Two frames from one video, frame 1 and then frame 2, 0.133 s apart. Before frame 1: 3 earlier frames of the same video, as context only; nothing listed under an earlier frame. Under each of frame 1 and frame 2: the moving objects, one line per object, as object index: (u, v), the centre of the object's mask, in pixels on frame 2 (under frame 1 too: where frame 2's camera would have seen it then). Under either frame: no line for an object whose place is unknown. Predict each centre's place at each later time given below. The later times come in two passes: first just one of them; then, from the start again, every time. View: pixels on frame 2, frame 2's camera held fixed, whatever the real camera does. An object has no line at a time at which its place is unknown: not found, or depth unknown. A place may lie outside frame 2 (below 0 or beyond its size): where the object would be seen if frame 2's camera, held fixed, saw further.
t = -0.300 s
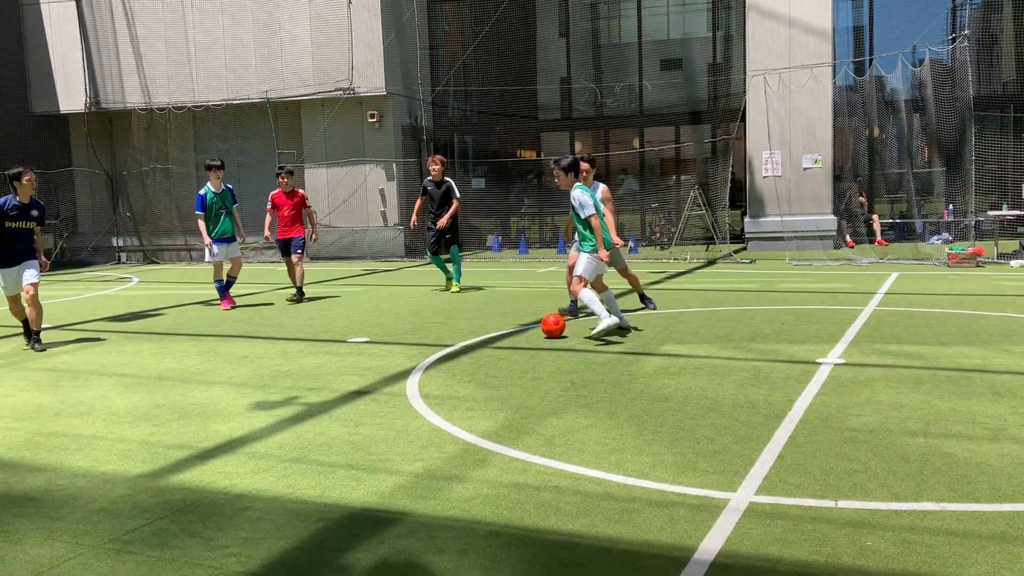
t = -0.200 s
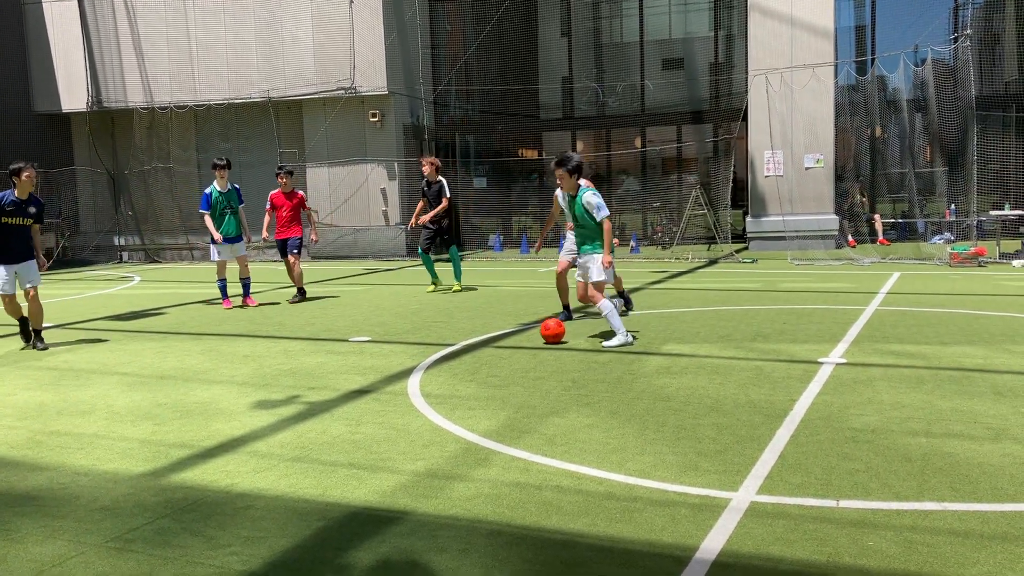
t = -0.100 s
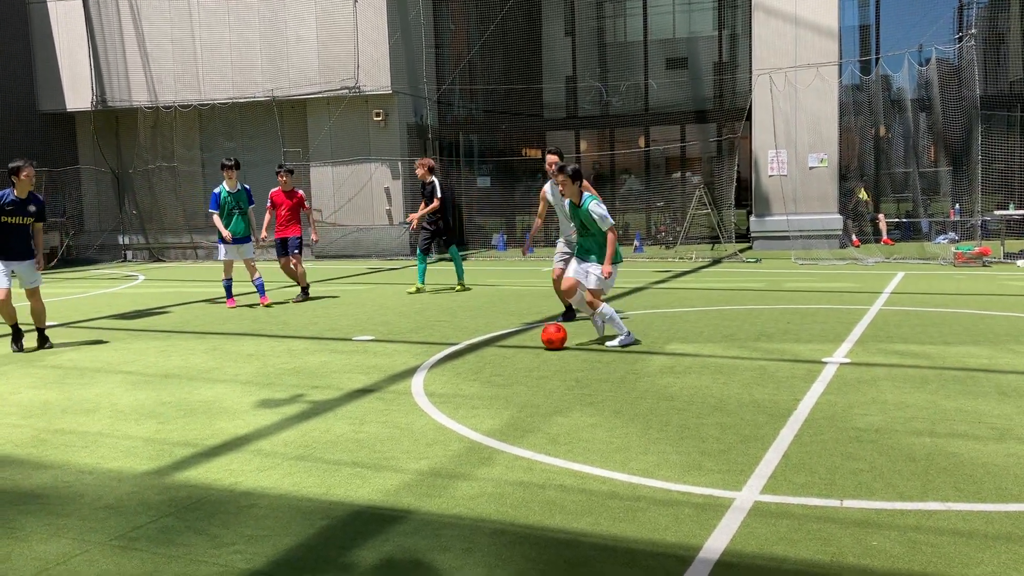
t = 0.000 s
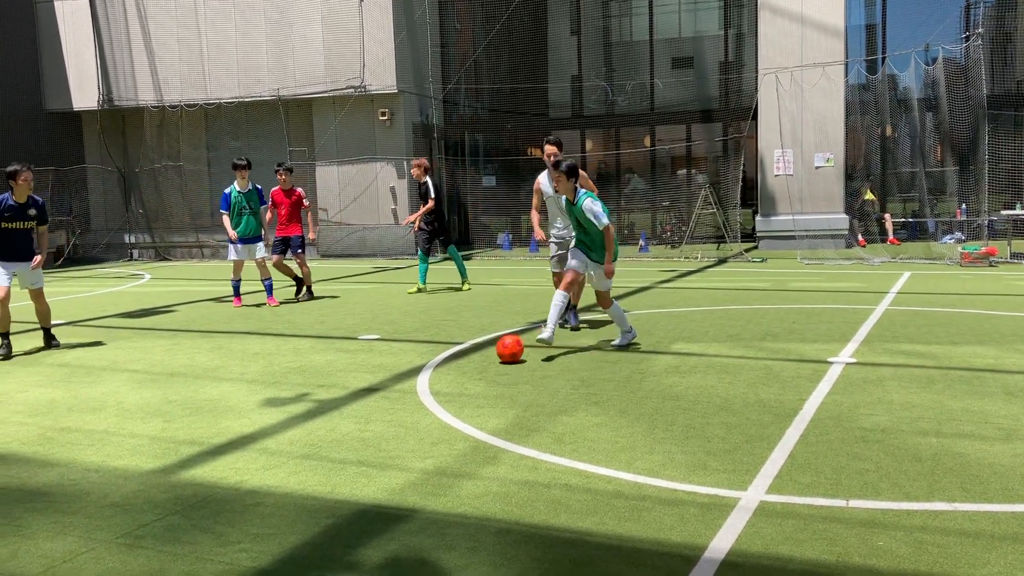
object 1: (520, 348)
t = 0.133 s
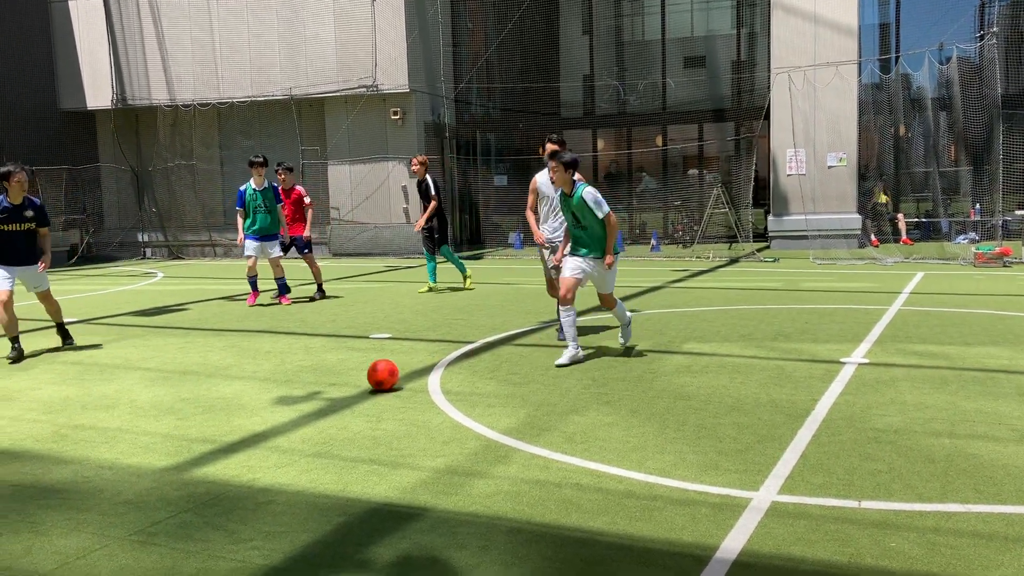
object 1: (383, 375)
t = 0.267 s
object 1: (227, 407)
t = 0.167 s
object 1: (345, 382)
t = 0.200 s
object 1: (307, 391)
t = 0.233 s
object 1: (267, 399)
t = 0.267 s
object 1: (227, 407)
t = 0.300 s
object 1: (185, 416)
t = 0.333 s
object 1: (142, 424)
